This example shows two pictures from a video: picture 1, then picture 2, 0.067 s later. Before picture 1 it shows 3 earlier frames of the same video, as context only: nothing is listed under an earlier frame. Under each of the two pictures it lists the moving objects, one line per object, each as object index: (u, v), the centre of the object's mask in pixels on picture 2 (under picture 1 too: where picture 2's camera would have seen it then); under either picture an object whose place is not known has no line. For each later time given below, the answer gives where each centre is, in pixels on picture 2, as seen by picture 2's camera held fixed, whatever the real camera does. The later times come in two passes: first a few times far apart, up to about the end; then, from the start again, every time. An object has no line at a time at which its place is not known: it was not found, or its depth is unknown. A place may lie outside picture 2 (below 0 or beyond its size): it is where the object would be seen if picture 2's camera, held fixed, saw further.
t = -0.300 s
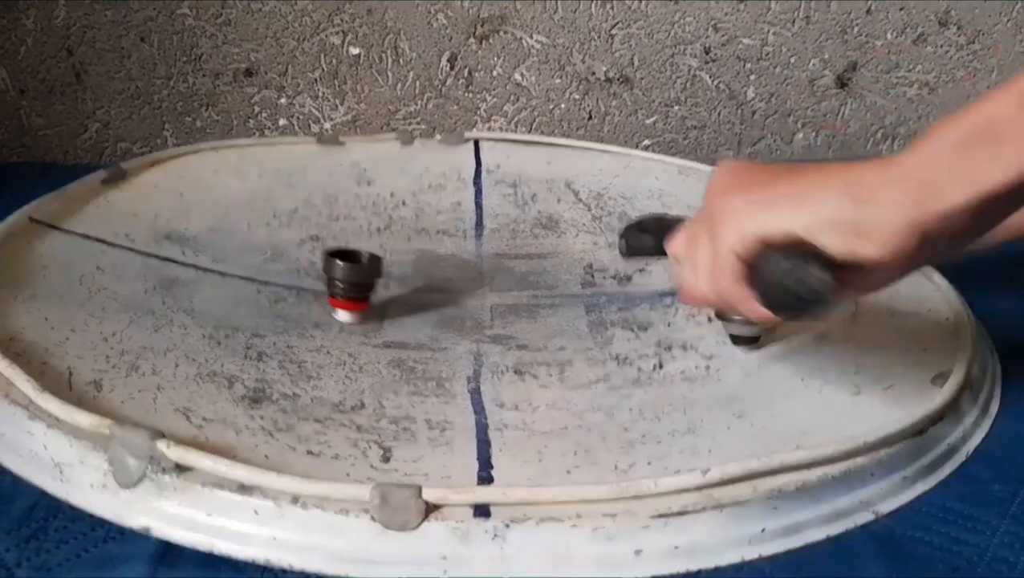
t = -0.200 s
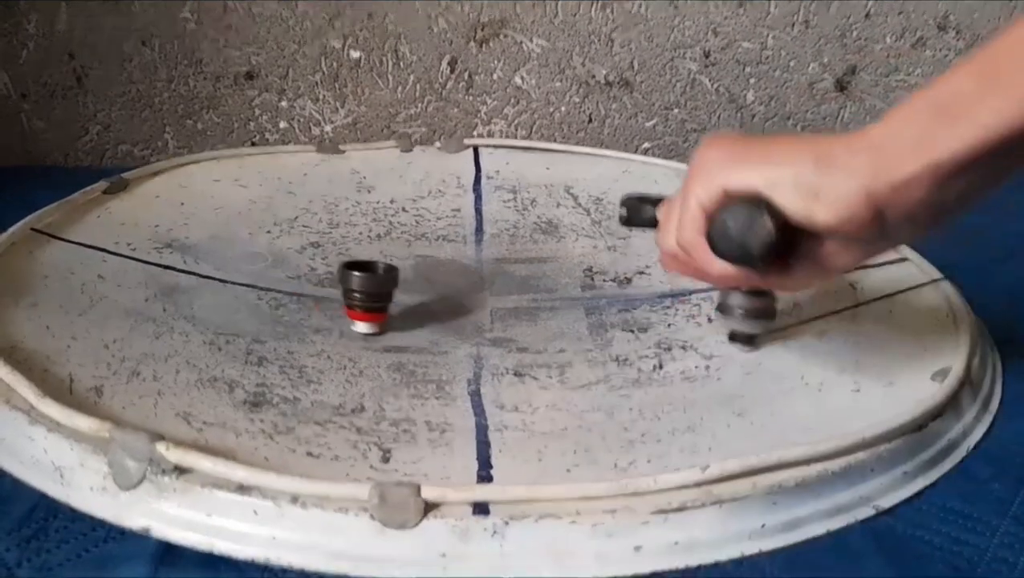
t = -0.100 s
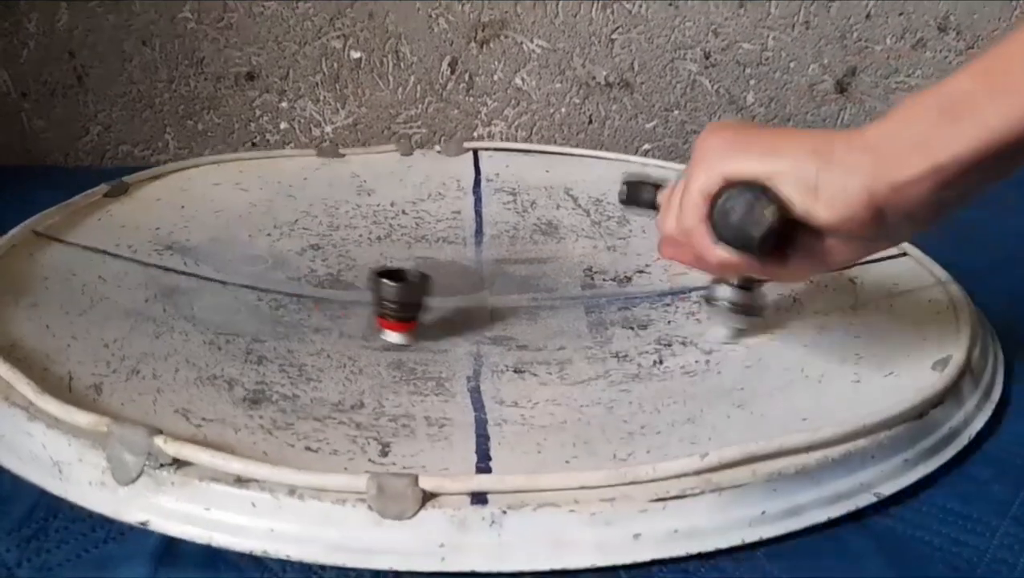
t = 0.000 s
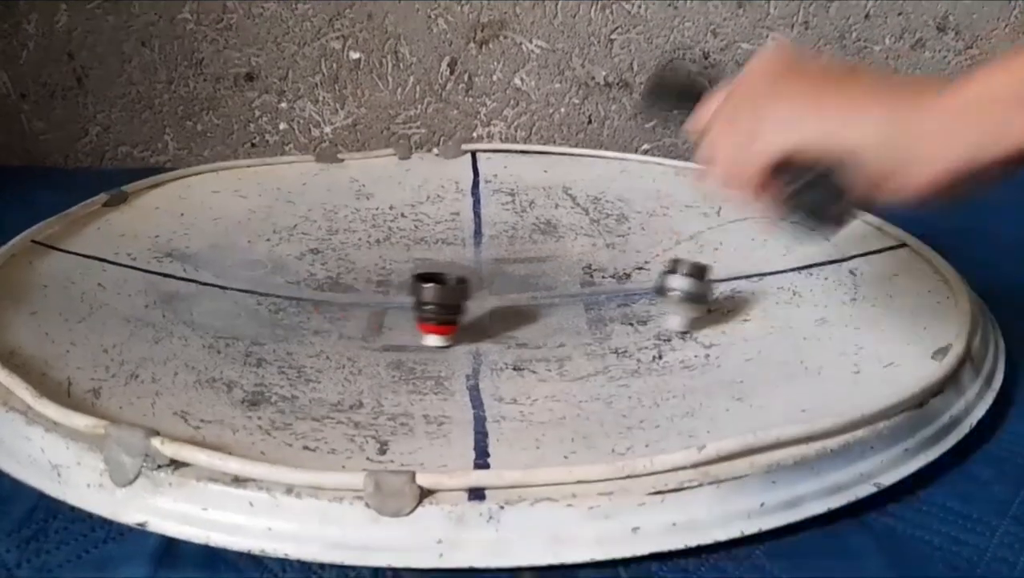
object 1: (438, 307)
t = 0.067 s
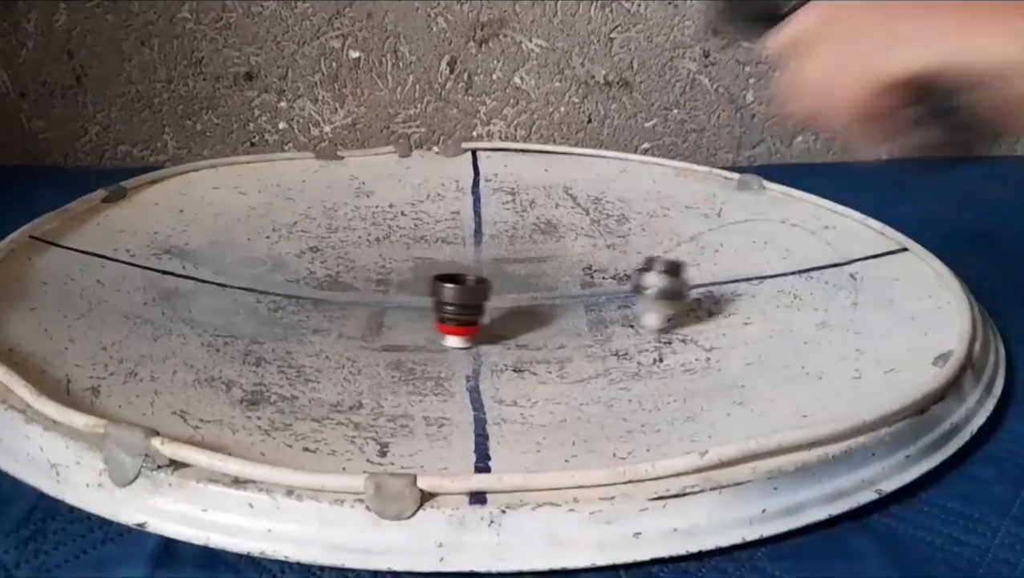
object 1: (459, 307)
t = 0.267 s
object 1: (521, 314)
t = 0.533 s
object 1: (579, 316)
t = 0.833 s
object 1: (550, 301)
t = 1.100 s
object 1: (555, 277)
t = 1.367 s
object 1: (550, 251)
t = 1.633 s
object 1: (539, 237)
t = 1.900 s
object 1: (524, 228)
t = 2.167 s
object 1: (467, 236)
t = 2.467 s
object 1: (433, 244)
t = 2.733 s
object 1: (399, 254)
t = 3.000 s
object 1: (359, 277)
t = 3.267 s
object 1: (304, 314)
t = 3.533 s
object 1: (262, 328)
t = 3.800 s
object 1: (304, 334)
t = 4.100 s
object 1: (429, 330)
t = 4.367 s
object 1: (539, 297)
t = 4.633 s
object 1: (627, 272)
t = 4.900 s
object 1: (585, 340)
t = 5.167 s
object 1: (250, 196)
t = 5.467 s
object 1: (410, 186)
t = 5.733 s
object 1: (673, 226)
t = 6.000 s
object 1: (819, 239)
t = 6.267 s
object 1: (825, 255)
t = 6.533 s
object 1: (779, 268)
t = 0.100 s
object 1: (469, 308)
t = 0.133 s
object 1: (478, 308)
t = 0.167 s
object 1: (487, 309)
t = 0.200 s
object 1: (497, 311)
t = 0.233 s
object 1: (510, 312)
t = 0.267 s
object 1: (521, 314)
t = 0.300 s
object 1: (535, 316)
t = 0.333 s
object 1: (546, 316)
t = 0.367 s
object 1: (552, 317)
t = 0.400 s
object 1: (558, 319)
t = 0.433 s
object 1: (564, 320)
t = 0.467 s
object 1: (570, 318)
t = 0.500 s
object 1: (576, 317)
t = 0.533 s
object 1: (579, 316)
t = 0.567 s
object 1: (580, 316)
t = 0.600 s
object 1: (579, 315)
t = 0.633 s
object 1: (576, 314)
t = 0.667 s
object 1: (571, 312)
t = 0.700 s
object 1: (565, 311)
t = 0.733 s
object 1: (559, 309)
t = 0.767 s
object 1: (554, 306)
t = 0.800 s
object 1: (550, 304)
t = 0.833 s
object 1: (550, 301)
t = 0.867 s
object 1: (549, 298)
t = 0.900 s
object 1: (549, 297)
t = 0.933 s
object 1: (550, 295)
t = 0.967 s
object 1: (551, 294)
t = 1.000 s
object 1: (553, 289)
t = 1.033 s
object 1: (555, 285)
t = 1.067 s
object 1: (555, 282)
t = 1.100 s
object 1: (555, 277)
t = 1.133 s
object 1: (557, 274)
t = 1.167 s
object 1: (557, 271)
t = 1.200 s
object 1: (556, 268)
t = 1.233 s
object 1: (555, 265)
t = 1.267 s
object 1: (555, 262)
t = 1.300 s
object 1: (555, 258)
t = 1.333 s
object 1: (553, 255)
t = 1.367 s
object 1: (550, 251)
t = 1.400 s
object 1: (547, 249)
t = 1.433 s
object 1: (546, 246)
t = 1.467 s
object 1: (545, 245)
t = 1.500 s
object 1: (544, 243)
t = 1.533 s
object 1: (543, 241)
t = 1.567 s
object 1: (541, 239)
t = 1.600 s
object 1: (539, 237)
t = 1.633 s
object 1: (539, 237)
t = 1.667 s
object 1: (538, 236)
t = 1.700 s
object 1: (535, 235)
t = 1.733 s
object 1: (534, 234)
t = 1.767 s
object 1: (533, 232)
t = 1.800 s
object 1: (530, 232)
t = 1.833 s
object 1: (527, 231)
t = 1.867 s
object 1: (526, 230)
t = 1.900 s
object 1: (524, 228)
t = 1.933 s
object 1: (522, 221)
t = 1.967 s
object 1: (521, 221)
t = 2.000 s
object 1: (518, 228)
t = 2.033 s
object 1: (508, 232)
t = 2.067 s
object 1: (496, 234)
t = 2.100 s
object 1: (485, 234)
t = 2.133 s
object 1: (475, 235)
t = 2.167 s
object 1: (467, 236)
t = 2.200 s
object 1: (461, 236)
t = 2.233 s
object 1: (457, 236)
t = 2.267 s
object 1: (453, 236)
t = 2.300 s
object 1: (450, 237)
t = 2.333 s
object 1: (446, 238)
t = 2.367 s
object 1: (440, 239)
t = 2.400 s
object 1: (436, 241)
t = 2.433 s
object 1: (434, 242)
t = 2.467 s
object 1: (433, 244)
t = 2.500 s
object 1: (430, 246)
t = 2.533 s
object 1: (426, 248)
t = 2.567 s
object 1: (421, 250)
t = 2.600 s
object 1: (417, 252)
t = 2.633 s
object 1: (413, 253)
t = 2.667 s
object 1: (408, 254)
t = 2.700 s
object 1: (403, 255)
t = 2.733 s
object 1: (399, 254)
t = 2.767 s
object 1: (394, 255)
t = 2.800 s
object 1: (392, 256)
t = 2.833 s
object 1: (386, 258)
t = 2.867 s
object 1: (380, 260)
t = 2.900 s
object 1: (373, 263)
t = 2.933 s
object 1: (370, 266)
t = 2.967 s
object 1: (369, 269)
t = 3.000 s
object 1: (359, 277)
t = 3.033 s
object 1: (349, 284)
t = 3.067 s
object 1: (341, 292)
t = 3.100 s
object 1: (333, 298)
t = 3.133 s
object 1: (326, 302)
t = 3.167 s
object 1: (321, 306)
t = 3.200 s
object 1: (317, 309)
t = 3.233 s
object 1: (311, 312)
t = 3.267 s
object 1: (304, 314)
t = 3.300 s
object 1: (301, 317)
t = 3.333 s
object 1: (296, 321)
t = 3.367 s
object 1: (290, 325)
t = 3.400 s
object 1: (284, 326)
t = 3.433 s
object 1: (279, 327)
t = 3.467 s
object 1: (272, 327)
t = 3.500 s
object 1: (266, 328)
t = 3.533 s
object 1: (262, 328)
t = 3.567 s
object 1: (263, 330)
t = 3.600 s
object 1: (266, 330)
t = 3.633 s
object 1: (270, 330)
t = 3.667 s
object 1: (274, 330)
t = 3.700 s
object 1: (281, 331)
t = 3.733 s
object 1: (287, 333)
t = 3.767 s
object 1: (294, 333)
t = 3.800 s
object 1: (304, 334)
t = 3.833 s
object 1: (315, 336)
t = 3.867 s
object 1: (331, 336)
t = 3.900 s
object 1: (349, 336)
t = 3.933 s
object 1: (366, 337)
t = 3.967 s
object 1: (380, 336)
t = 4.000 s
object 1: (393, 334)
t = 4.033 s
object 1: (405, 332)
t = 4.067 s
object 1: (417, 330)
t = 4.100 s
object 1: (429, 330)
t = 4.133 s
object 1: (443, 325)
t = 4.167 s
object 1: (458, 322)
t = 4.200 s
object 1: (475, 319)
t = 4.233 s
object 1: (487, 314)
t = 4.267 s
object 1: (498, 313)
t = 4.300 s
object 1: (511, 307)
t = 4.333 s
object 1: (525, 306)
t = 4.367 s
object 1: (539, 297)
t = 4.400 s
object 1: (555, 295)
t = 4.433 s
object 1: (570, 292)
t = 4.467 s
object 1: (584, 288)
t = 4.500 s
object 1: (598, 284)
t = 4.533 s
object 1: (610, 280)
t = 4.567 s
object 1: (618, 277)
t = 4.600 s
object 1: (624, 273)
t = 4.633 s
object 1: (627, 272)
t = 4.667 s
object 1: (629, 273)
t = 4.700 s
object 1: (675, 298)
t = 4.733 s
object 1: (737, 323)
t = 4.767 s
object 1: (804, 342)
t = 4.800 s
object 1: (856, 356)
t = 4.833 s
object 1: (764, 349)
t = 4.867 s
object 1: (661, 351)
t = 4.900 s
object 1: (585, 340)
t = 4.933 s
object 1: (510, 328)
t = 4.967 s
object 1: (452, 317)
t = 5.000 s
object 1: (398, 292)
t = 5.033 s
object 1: (359, 277)
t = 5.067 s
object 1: (320, 257)
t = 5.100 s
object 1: (291, 234)
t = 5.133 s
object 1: (266, 212)
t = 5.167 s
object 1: (250, 196)
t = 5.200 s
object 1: (234, 174)
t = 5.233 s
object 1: (224, 163)
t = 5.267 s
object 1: (219, 147)
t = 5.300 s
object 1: (225, 145)
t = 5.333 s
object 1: (256, 153)
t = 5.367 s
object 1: (297, 164)
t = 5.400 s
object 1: (333, 176)
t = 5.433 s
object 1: (369, 181)
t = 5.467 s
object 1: (410, 186)
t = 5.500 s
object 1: (445, 192)
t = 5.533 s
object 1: (481, 200)
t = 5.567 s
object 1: (514, 206)
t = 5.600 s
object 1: (553, 210)
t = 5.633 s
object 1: (584, 214)
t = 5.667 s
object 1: (613, 218)
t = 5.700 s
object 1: (644, 223)
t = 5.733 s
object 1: (673, 226)
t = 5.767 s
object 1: (698, 227)
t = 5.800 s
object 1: (724, 232)
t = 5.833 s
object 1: (743, 233)
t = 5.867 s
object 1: (762, 235)
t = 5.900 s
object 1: (778, 237)
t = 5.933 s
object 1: (794, 240)
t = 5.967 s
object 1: (807, 240)
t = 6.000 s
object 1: (819, 239)
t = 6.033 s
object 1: (827, 240)
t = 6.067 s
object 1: (832, 240)
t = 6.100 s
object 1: (835, 245)
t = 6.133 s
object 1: (834, 249)
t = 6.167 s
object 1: (831, 251)
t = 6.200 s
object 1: (828, 253)
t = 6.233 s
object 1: (826, 254)
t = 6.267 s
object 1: (825, 255)
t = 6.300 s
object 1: (821, 257)
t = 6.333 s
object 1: (814, 260)
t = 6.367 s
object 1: (807, 263)
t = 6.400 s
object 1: (800, 264)
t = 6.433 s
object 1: (793, 265)
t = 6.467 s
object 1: (788, 266)
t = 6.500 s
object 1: (783, 267)
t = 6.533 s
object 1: (779, 268)
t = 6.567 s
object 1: (774, 270)
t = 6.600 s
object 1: (766, 271)
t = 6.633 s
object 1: (755, 270)
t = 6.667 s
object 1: (745, 270)
